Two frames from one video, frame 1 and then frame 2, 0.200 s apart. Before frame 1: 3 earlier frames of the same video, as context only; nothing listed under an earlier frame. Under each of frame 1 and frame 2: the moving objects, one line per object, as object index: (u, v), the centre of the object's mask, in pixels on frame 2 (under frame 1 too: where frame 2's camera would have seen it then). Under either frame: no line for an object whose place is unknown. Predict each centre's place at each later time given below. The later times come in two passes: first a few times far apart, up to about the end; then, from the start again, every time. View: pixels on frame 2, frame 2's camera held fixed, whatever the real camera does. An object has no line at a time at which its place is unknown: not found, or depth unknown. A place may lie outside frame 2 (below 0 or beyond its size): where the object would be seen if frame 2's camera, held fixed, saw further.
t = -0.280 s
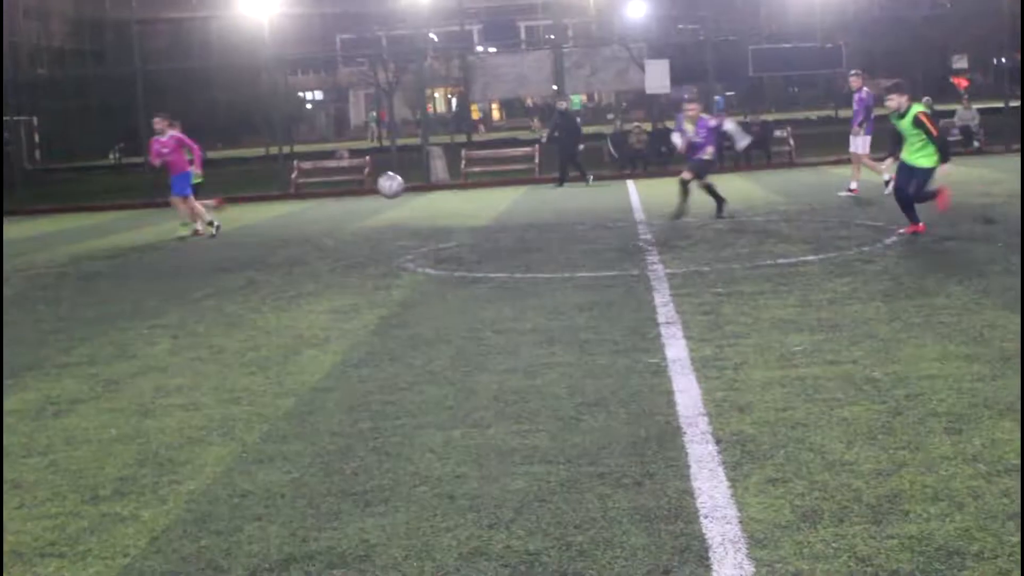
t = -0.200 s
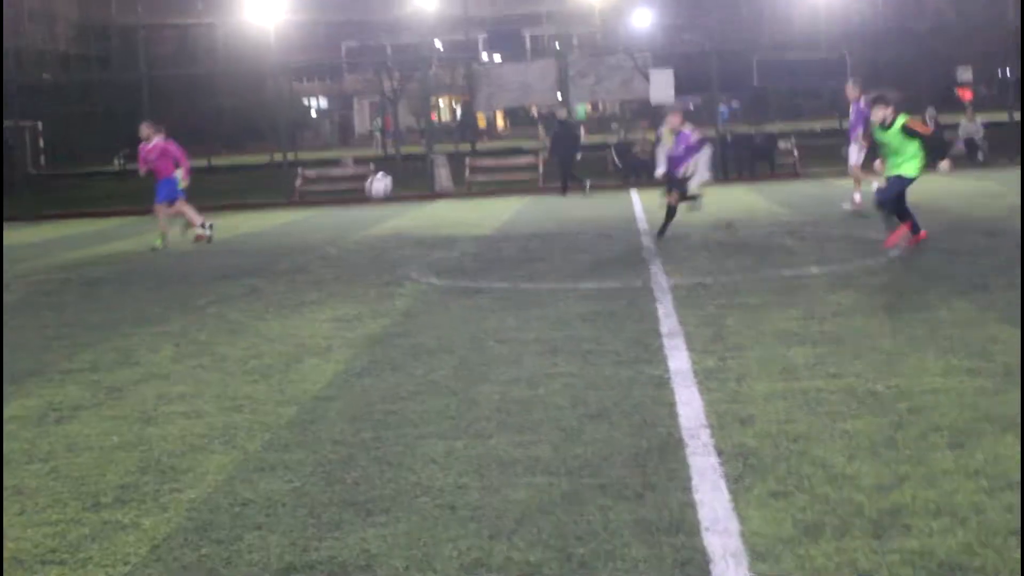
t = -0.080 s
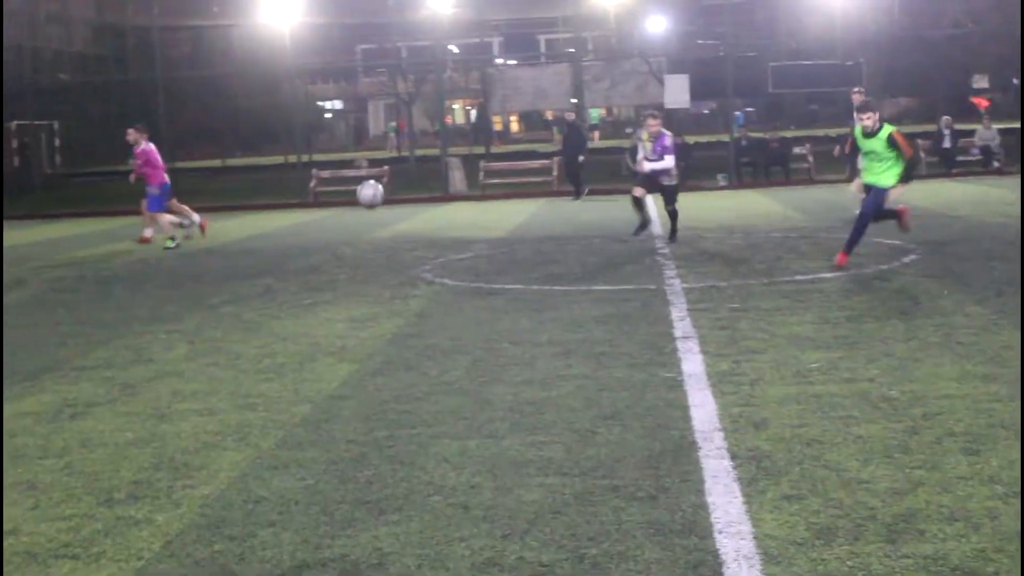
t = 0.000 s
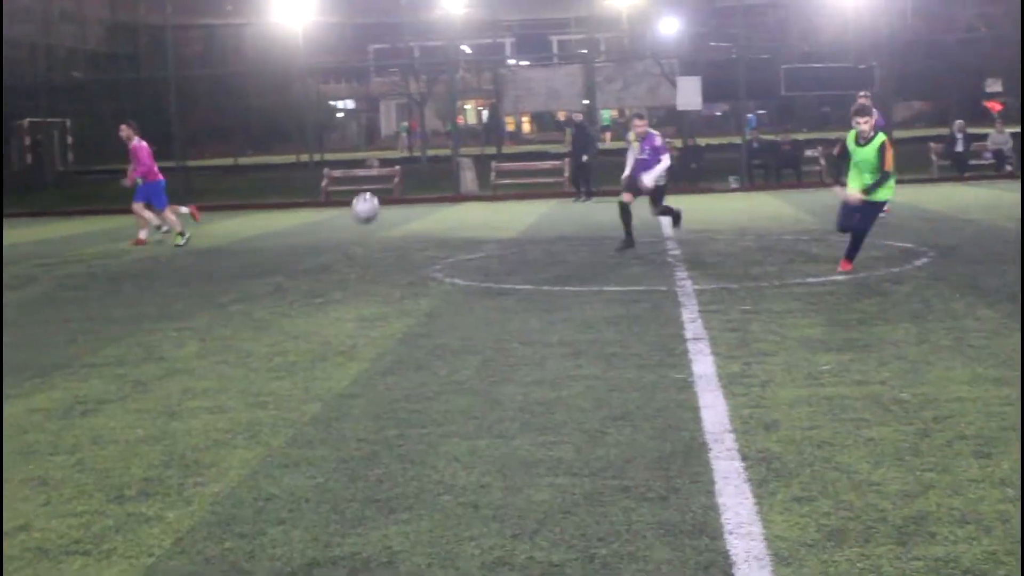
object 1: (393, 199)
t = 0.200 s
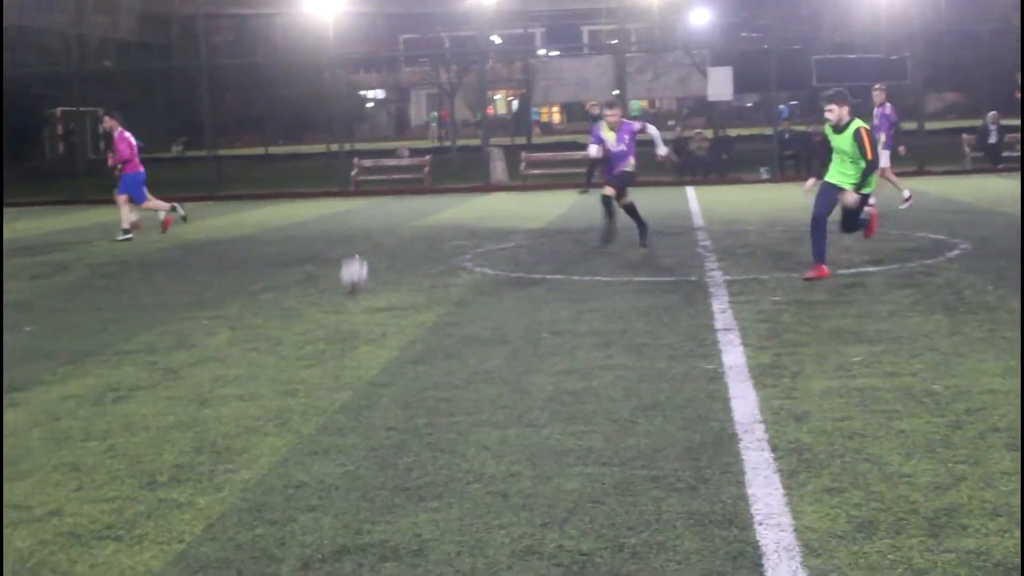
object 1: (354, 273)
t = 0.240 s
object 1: (344, 298)
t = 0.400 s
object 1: (301, 278)
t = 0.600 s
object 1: (241, 277)
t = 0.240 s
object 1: (344, 298)
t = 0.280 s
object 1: (335, 307)
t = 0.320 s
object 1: (324, 294)
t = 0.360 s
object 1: (313, 286)
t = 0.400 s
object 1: (301, 278)
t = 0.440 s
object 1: (289, 274)
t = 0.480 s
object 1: (278, 272)
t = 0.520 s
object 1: (267, 271)
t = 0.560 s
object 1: (254, 273)
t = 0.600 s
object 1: (241, 277)
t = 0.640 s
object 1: (229, 285)
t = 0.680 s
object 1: (216, 295)
